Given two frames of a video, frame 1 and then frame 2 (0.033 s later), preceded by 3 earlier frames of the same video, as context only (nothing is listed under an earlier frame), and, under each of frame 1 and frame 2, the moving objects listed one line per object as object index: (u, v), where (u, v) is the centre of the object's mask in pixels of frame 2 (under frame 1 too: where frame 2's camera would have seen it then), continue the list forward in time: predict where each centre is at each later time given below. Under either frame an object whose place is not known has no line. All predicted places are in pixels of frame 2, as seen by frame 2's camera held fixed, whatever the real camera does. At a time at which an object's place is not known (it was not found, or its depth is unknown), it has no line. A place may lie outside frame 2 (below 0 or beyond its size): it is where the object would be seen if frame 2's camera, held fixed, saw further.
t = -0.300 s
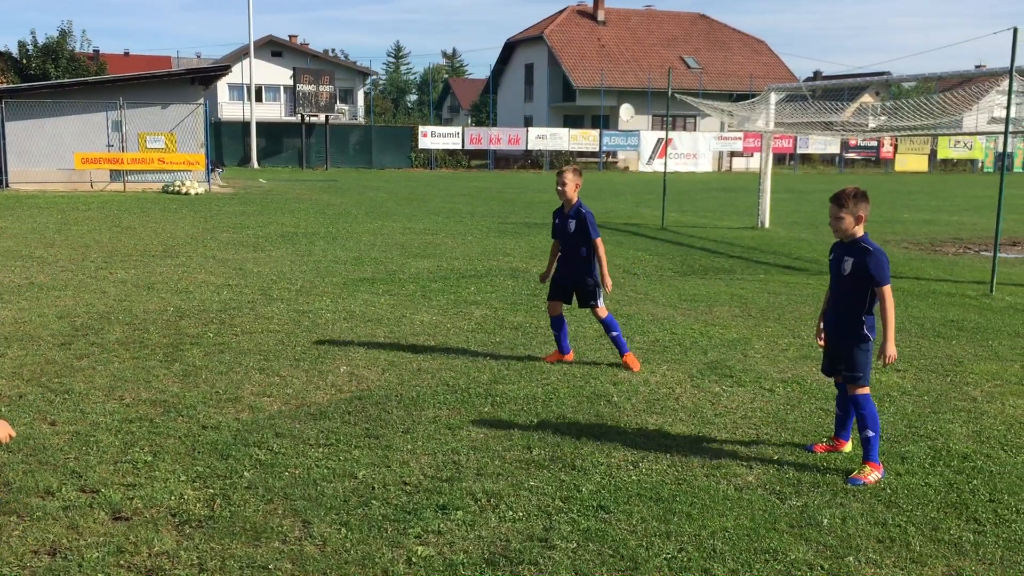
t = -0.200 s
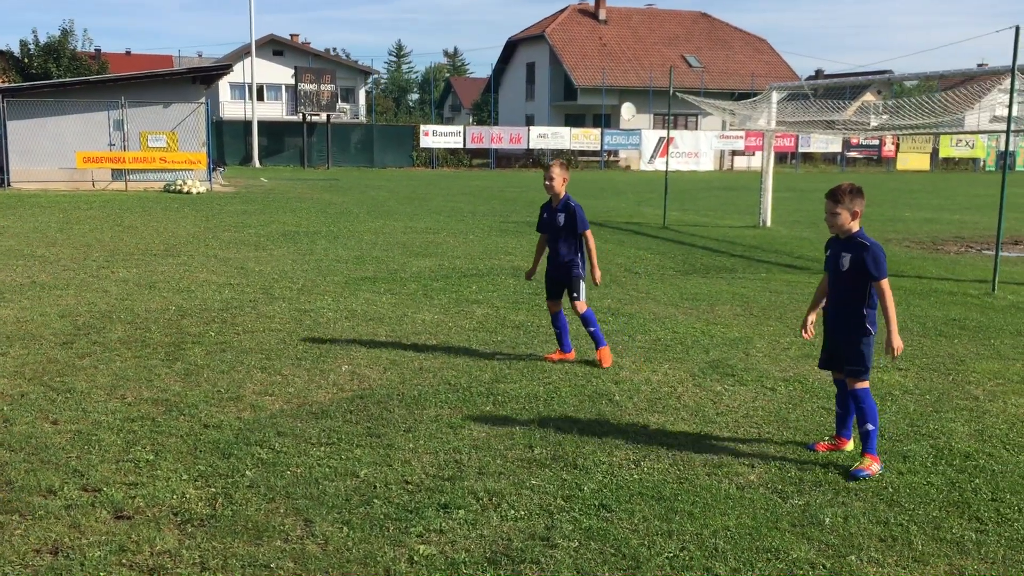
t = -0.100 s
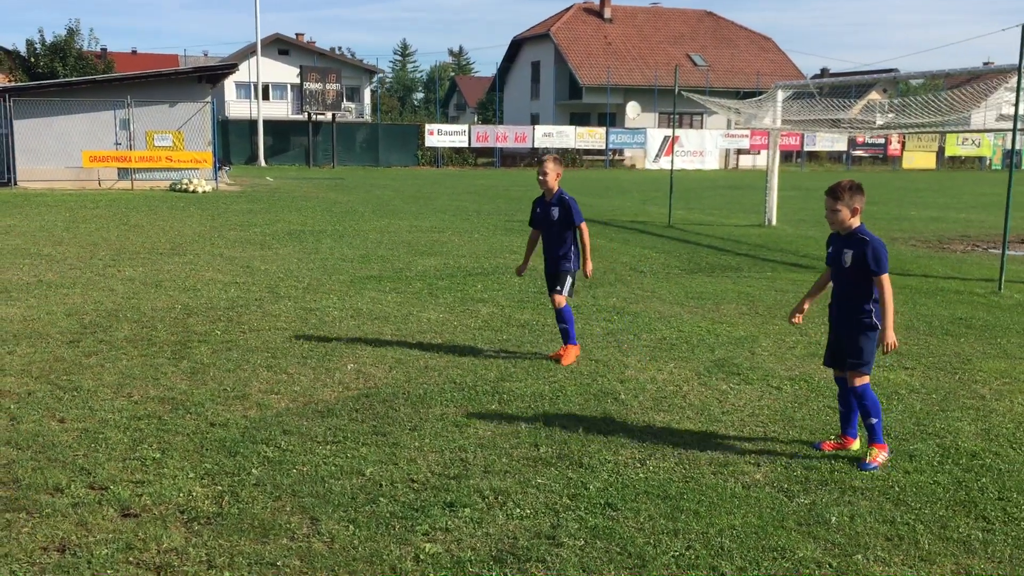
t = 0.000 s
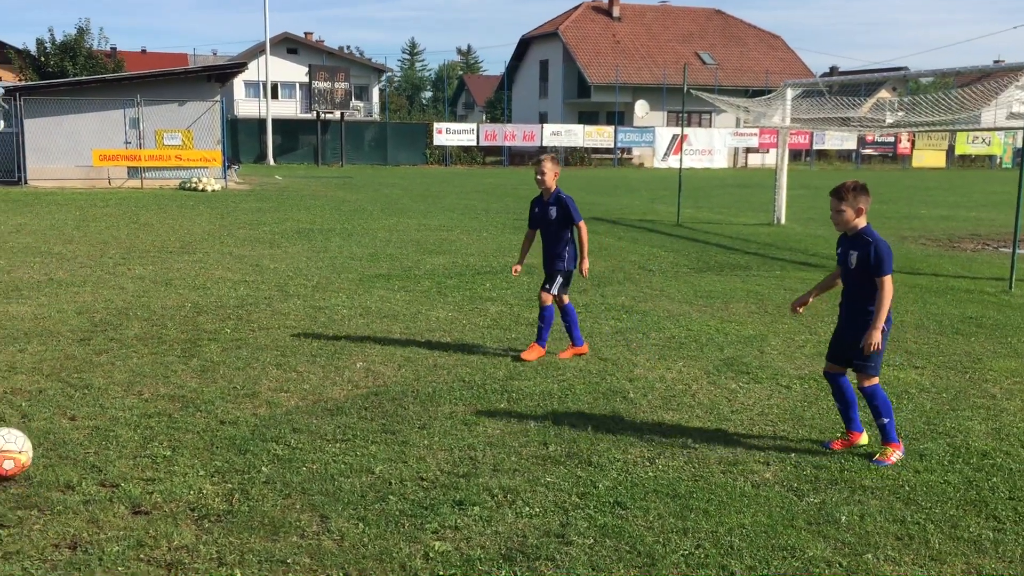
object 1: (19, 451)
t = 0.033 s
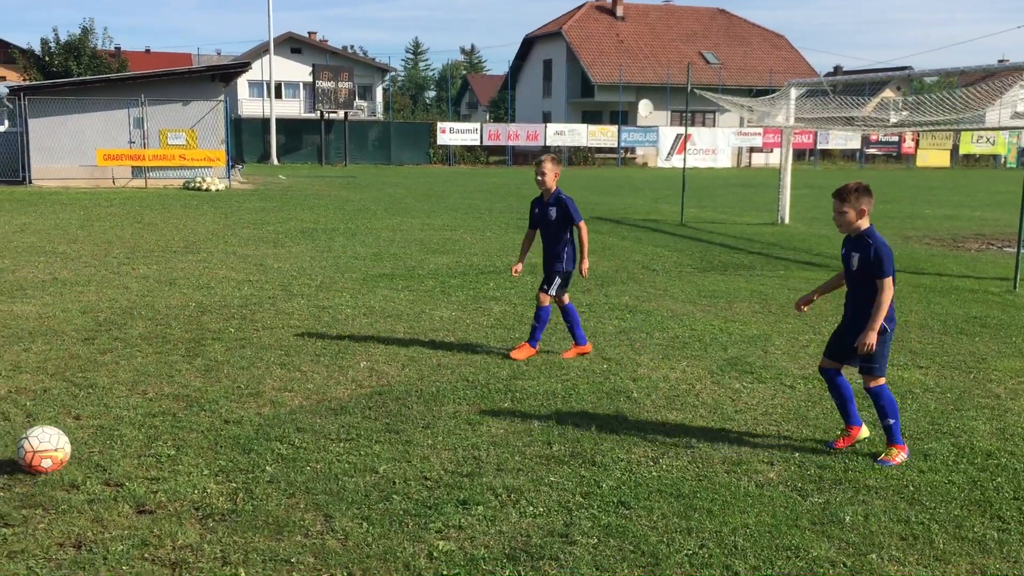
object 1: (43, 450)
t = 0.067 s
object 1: (72, 443)
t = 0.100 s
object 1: (98, 438)
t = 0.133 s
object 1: (124, 434)
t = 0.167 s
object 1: (148, 431)
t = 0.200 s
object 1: (170, 428)
